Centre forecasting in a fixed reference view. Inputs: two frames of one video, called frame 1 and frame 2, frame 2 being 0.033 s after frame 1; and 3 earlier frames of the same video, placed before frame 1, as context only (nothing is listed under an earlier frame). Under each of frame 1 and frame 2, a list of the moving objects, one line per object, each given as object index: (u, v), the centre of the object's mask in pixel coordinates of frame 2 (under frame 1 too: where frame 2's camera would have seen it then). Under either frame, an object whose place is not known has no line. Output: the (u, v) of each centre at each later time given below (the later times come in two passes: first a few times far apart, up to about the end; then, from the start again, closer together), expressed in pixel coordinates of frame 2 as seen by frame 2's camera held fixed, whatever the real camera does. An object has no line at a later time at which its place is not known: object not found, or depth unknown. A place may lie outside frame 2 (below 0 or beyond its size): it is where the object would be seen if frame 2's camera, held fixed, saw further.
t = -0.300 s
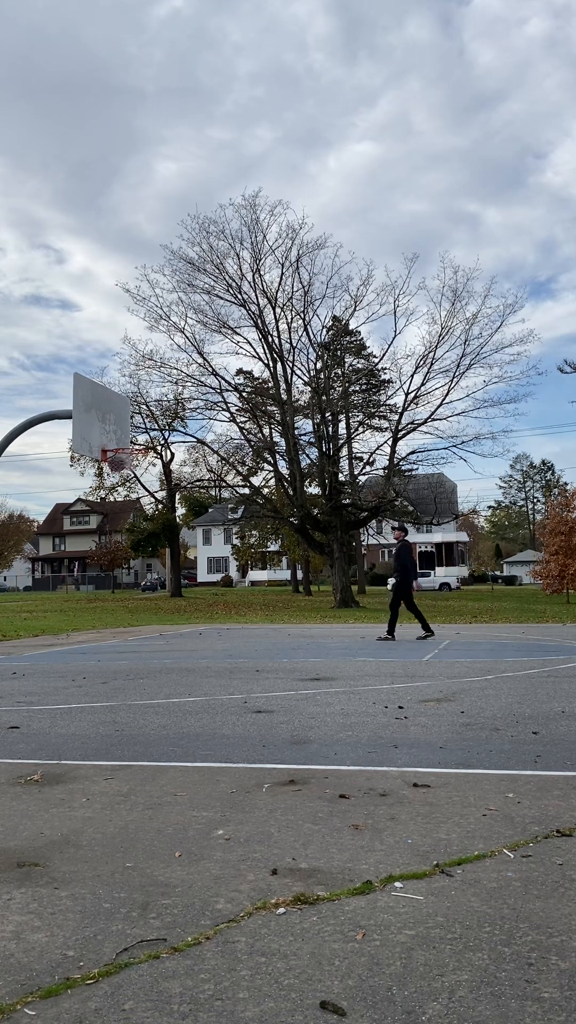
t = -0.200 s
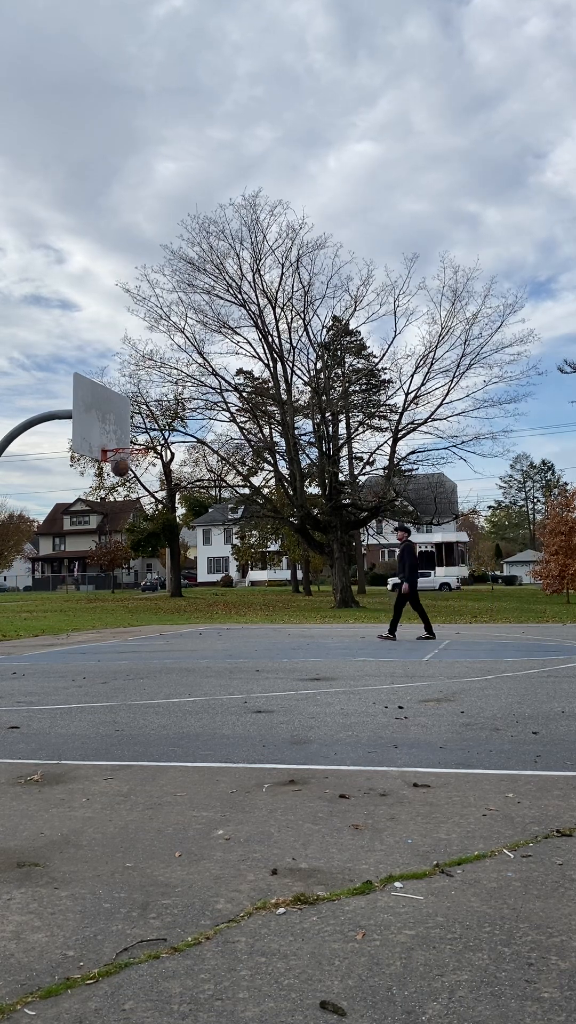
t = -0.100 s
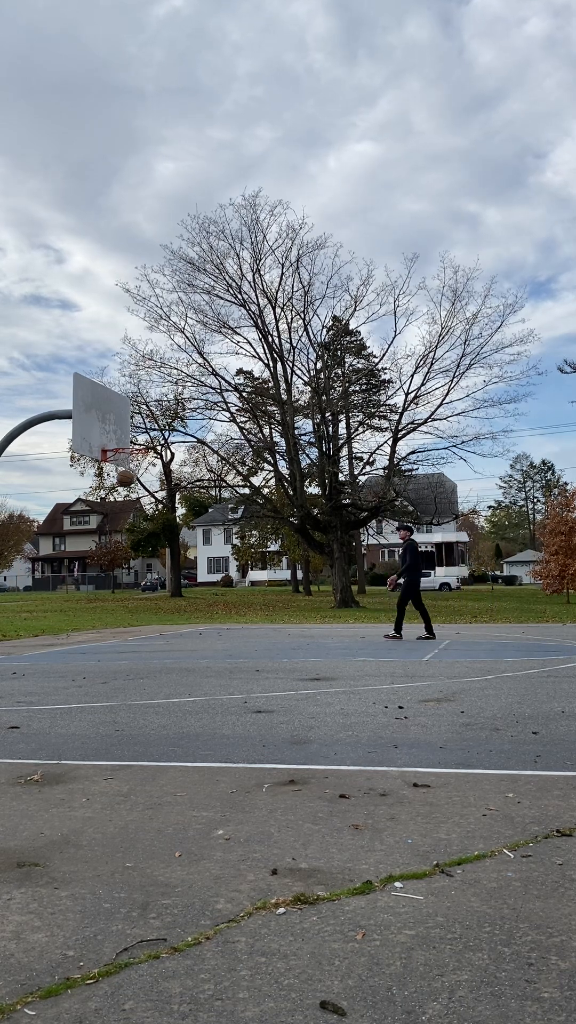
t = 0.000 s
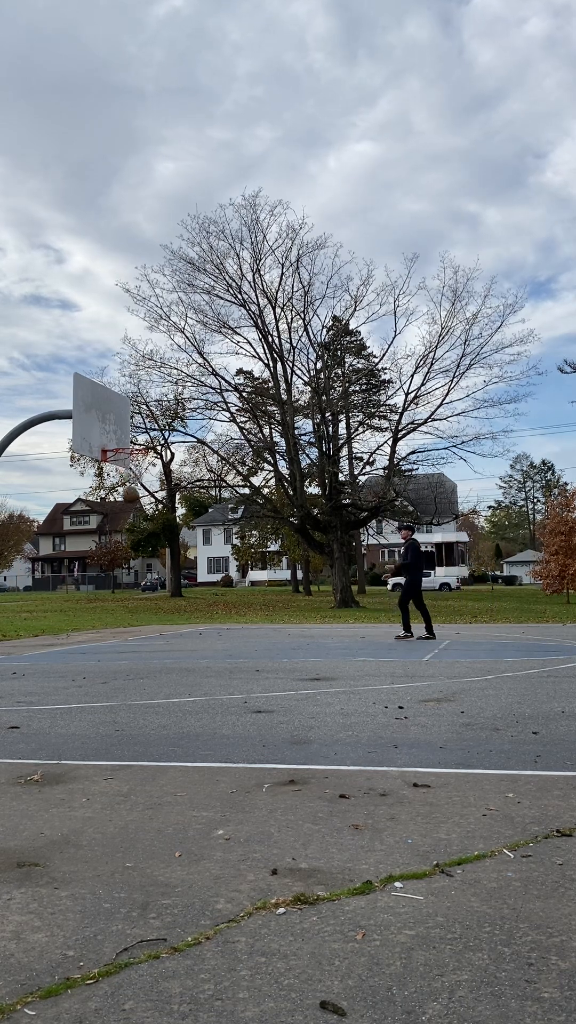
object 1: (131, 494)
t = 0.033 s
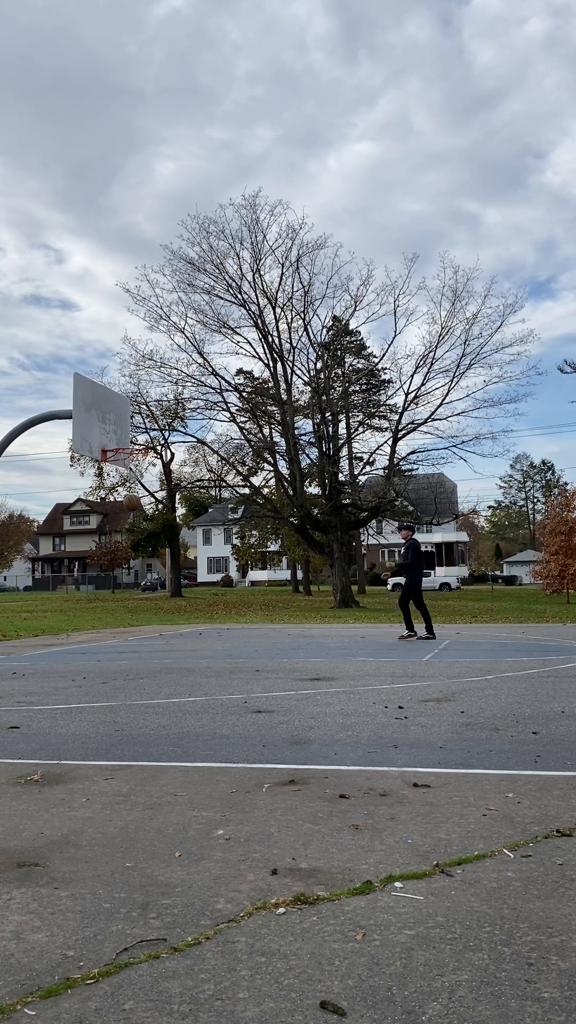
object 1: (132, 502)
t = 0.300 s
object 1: (146, 587)
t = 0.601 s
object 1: (158, 599)
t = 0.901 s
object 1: (172, 571)
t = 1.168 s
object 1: (183, 601)
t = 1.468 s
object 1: (194, 618)
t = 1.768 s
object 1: (206, 612)
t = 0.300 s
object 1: (146, 587)
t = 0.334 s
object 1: (146, 602)
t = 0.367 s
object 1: (149, 616)
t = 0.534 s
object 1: (155, 614)
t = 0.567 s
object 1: (157, 606)
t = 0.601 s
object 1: (158, 599)
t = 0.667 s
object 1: (161, 587)
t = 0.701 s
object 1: (163, 582)
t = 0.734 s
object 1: (165, 579)
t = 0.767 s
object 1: (166, 575)
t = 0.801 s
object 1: (168, 573)
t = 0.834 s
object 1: (169, 572)
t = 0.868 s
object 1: (170, 571)
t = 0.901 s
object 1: (172, 571)
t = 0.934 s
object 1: (173, 572)
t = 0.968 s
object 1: (174, 573)
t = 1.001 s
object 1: (175, 577)
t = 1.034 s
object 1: (177, 580)
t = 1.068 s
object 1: (179, 584)
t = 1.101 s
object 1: (180, 589)
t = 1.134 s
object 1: (182, 595)
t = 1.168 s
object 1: (183, 601)
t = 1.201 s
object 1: (184, 609)
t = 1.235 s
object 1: (187, 617)
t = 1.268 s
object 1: (188, 626)
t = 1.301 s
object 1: (189, 637)
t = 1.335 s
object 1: (189, 642)
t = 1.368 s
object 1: (190, 635)
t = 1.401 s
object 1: (192, 629)
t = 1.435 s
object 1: (195, 623)
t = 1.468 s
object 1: (194, 618)
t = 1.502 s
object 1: (195, 614)
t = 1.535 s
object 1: (196, 611)
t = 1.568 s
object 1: (198, 608)
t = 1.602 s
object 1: (199, 606)
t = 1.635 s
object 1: (200, 606)
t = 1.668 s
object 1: (202, 606)
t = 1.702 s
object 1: (203, 607)
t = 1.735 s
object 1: (205, 609)
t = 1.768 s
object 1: (206, 612)
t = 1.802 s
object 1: (207, 615)
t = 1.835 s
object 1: (209, 620)
